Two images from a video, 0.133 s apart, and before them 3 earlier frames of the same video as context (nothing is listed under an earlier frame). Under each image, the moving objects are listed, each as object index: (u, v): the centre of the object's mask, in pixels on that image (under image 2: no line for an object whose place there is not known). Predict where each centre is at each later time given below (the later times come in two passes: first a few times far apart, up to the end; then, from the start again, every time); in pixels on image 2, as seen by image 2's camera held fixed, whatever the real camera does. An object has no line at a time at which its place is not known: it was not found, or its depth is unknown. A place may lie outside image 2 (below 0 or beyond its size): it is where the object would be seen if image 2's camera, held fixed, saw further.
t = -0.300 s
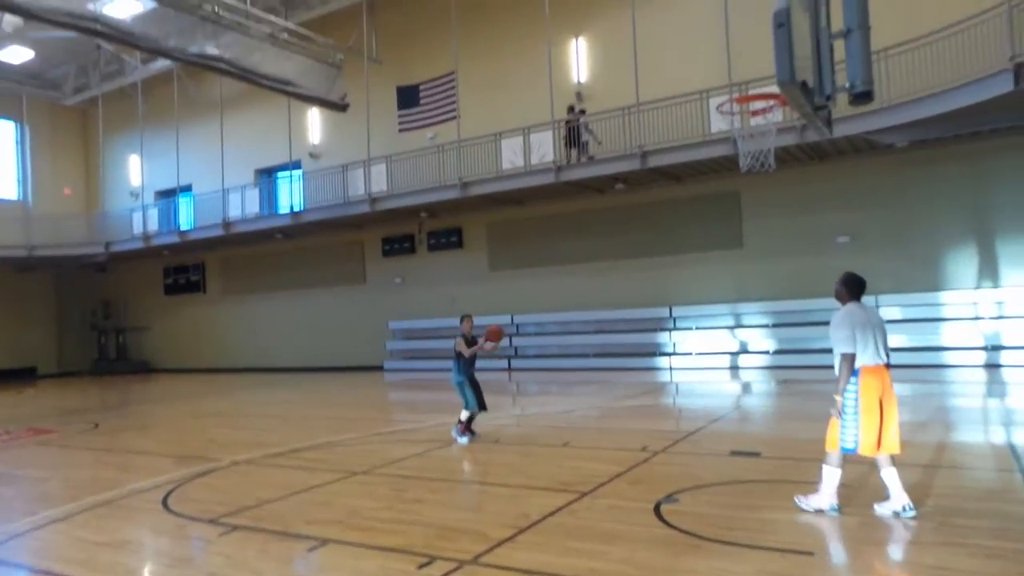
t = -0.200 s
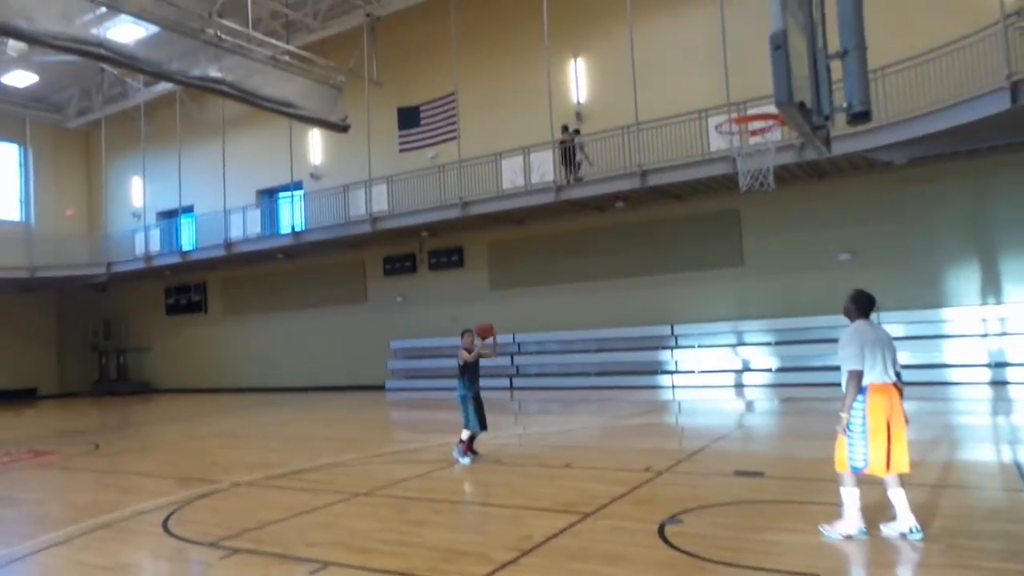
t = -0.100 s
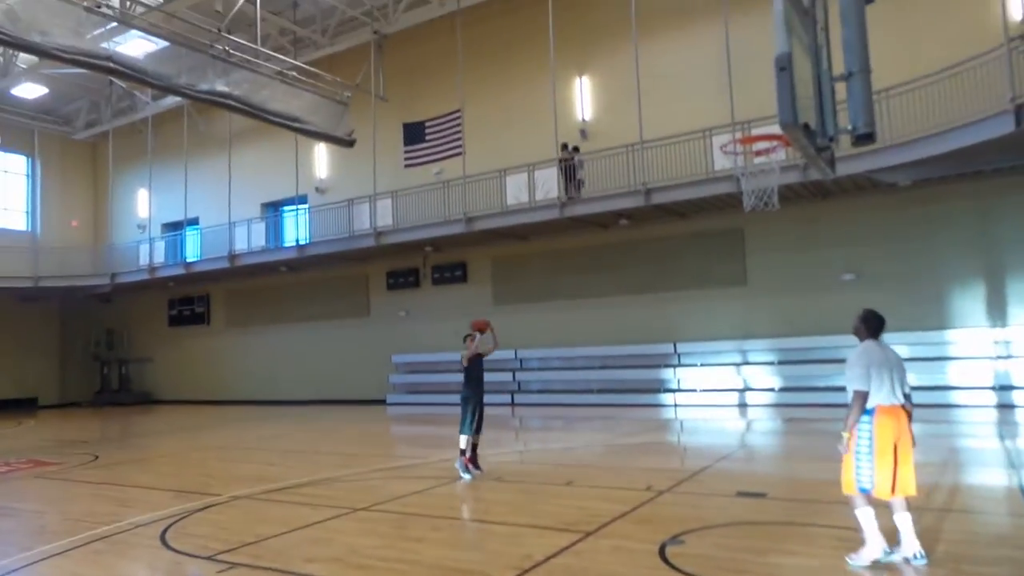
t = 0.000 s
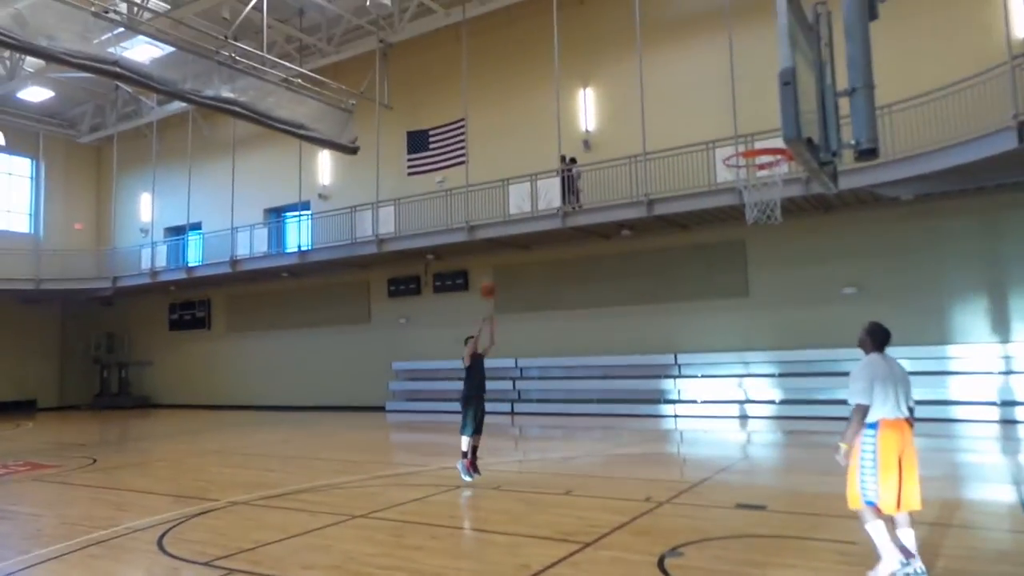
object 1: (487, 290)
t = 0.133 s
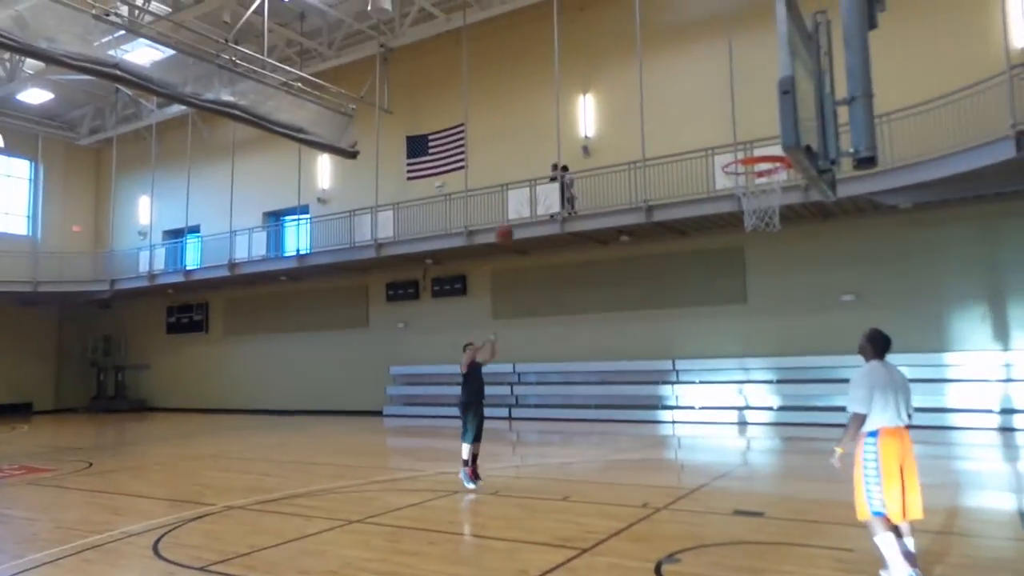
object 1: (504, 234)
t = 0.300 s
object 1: (530, 170)
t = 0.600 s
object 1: (586, 102)
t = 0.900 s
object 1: (660, 110)
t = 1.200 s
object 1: (673, 154)
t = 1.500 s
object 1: (576, 198)
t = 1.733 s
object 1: (512, 293)
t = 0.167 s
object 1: (510, 220)
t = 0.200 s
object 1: (514, 206)
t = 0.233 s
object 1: (519, 194)
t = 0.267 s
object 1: (525, 181)
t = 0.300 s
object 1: (530, 170)
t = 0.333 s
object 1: (536, 160)
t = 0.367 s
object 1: (542, 149)
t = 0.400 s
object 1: (548, 140)
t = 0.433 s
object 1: (554, 132)
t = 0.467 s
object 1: (560, 124)
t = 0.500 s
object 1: (566, 118)
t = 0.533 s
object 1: (572, 112)
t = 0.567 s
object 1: (578, 107)
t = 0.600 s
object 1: (586, 102)
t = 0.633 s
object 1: (594, 98)
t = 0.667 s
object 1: (602, 96)
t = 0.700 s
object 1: (609, 95)
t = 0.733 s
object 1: (616, 94)
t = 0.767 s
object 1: (625, 95)
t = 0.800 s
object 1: (633, 97)
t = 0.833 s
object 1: (642, 100)
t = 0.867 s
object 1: (651, 104)
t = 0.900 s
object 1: (660, 110)
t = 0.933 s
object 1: (670, 117)
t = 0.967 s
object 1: (680, 125)
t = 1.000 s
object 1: (690, 135)
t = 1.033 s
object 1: (703, 147)
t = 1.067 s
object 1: (713, 161)
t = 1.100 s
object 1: (708, 162)
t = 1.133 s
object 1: (697, 158)
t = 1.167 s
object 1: (684, 155)
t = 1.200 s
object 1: (673, 154)
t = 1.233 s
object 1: (661, 154)
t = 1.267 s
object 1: (649, 155)
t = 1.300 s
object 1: (639, 157)
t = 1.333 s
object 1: (627, 162)
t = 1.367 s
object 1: (617, 166)
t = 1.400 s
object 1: (606, 172)
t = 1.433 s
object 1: (596, 180)
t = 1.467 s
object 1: (585, 189)
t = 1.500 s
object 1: (576, 198)
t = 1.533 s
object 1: (565, 208)
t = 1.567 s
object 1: (556, 220)
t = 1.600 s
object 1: (547, 233)
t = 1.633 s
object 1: (535, 246)
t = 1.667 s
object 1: (528, 260)
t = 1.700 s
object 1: (519, 276)
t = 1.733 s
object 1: (512, 293)
